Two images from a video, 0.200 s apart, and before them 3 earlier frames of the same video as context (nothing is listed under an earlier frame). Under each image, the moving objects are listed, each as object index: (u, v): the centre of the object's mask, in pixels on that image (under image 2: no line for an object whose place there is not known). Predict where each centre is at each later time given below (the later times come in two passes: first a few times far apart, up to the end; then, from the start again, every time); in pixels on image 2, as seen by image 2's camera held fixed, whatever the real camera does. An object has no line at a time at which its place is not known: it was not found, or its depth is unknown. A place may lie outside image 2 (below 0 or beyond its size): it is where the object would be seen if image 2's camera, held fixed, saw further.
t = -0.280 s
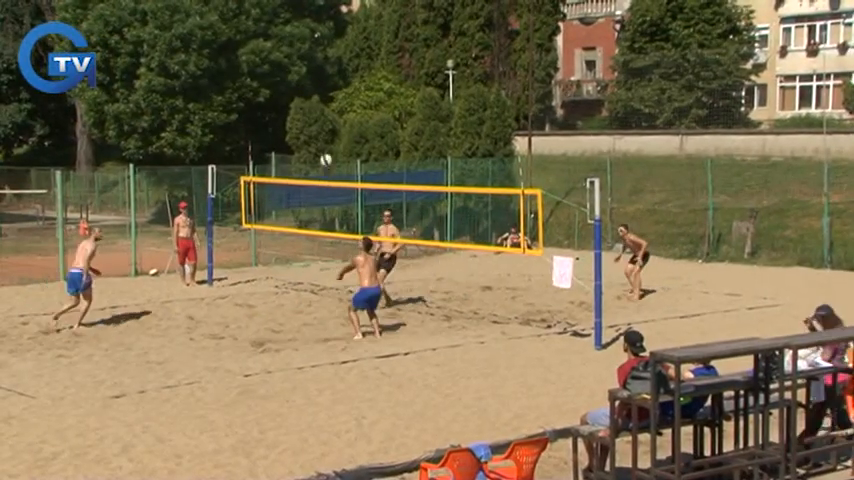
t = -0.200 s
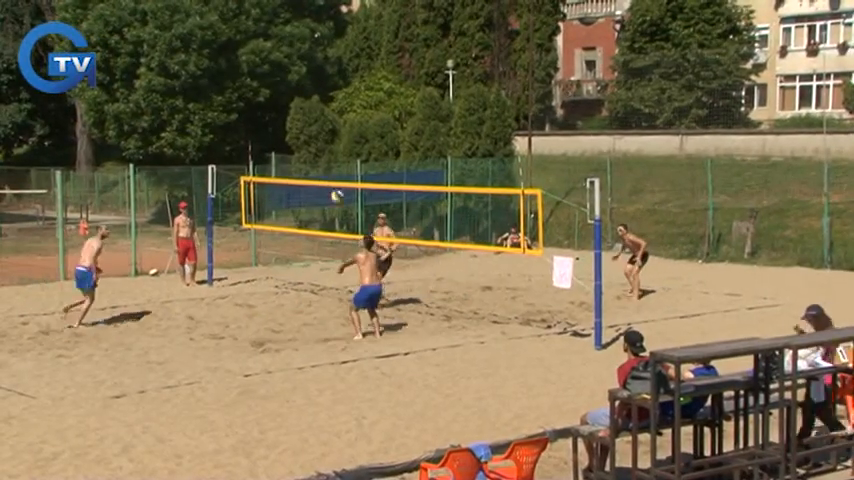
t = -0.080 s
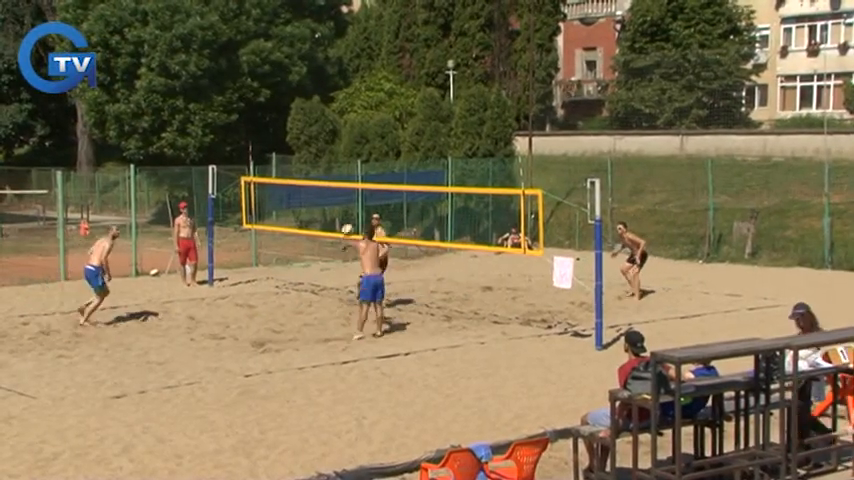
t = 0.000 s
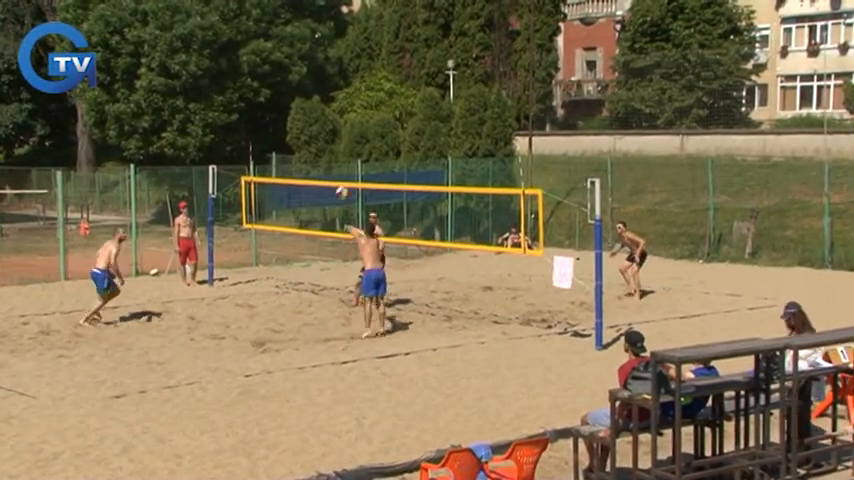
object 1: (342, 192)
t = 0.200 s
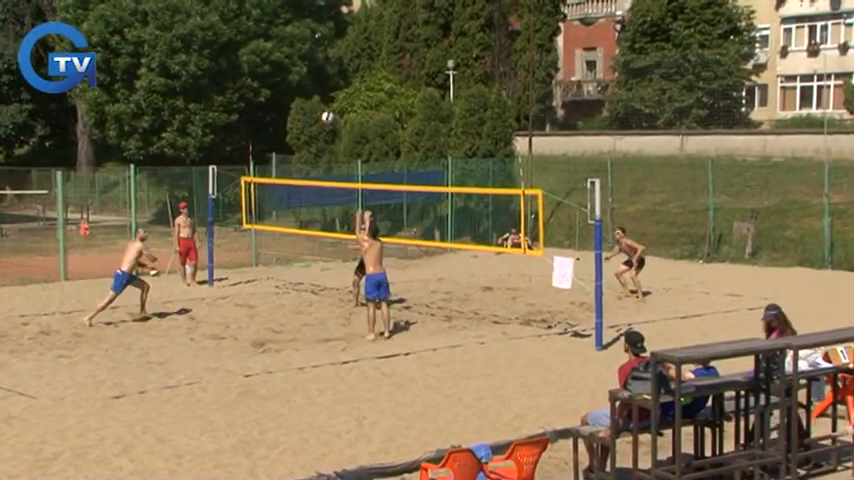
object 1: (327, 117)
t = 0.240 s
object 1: (323, 104)
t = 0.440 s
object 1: (310, 60)
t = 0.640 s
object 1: (298, 38)
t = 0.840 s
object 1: (286, 41)
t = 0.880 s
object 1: (284, 44)
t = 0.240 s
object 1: (323, 104)
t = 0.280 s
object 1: (321, 94)
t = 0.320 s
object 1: (318, 85)
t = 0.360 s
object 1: (316, 75)
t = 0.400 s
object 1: (313, 68)
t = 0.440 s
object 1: (310, 60)
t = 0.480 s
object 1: (308, 54)
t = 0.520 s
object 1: (304, 47)
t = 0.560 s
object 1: (302, 44)
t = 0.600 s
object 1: (299, 40)
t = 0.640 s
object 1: (298, 38)
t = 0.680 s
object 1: (295, 38)
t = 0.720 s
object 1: (293, 37)
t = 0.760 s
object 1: (291, 38)
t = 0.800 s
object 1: (288, 39)
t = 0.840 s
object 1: (286, 41)
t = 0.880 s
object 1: (284, 44)
